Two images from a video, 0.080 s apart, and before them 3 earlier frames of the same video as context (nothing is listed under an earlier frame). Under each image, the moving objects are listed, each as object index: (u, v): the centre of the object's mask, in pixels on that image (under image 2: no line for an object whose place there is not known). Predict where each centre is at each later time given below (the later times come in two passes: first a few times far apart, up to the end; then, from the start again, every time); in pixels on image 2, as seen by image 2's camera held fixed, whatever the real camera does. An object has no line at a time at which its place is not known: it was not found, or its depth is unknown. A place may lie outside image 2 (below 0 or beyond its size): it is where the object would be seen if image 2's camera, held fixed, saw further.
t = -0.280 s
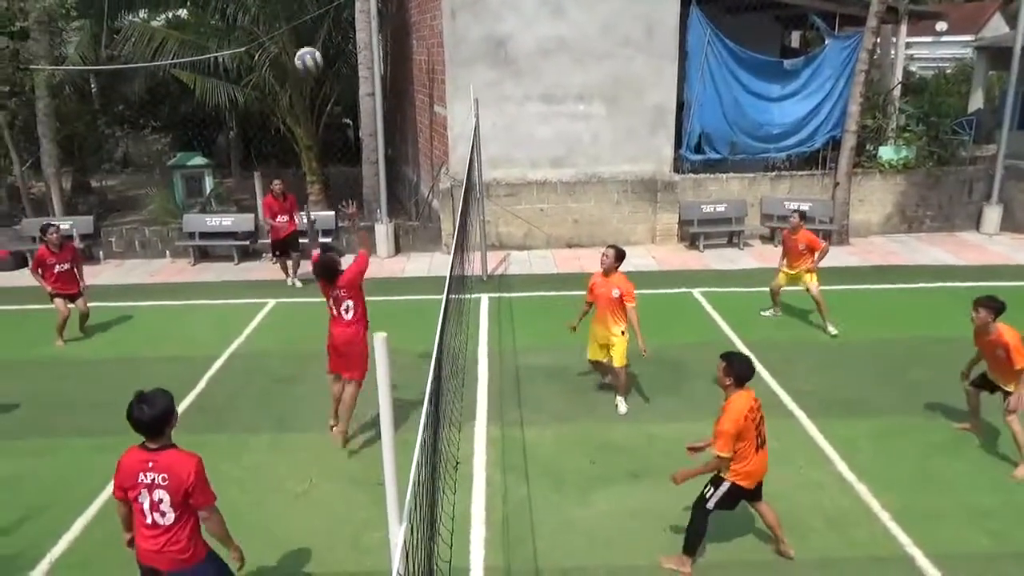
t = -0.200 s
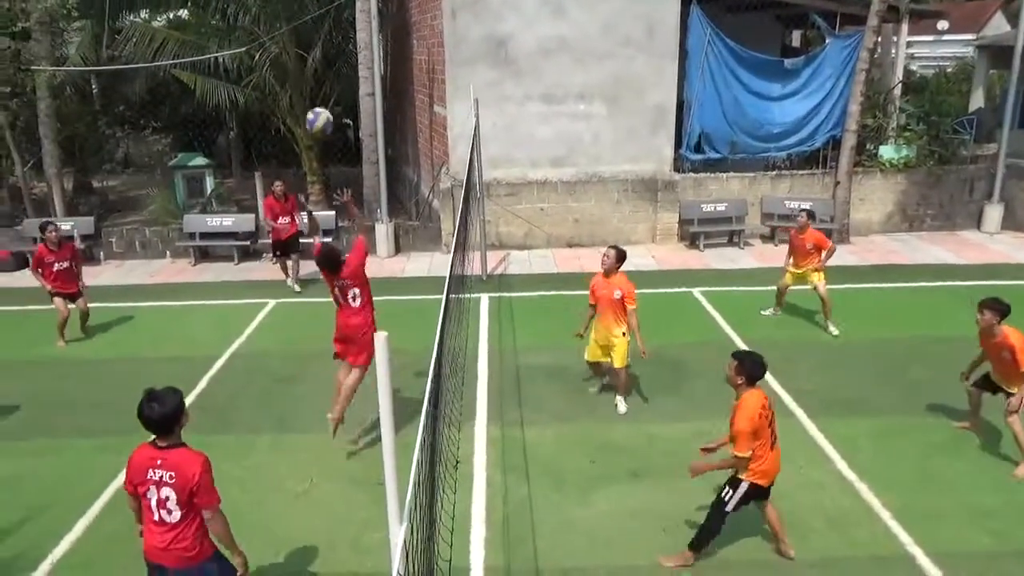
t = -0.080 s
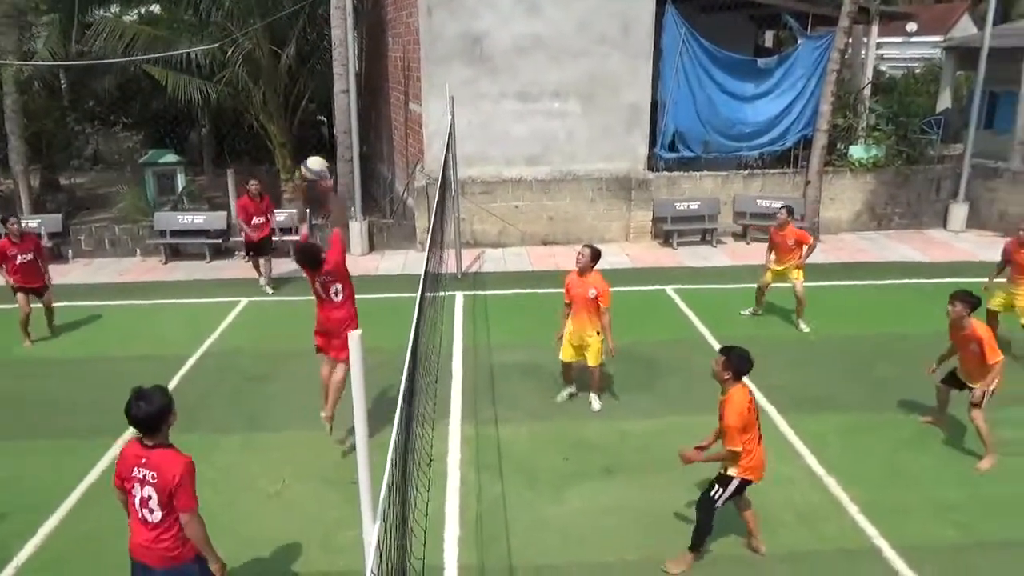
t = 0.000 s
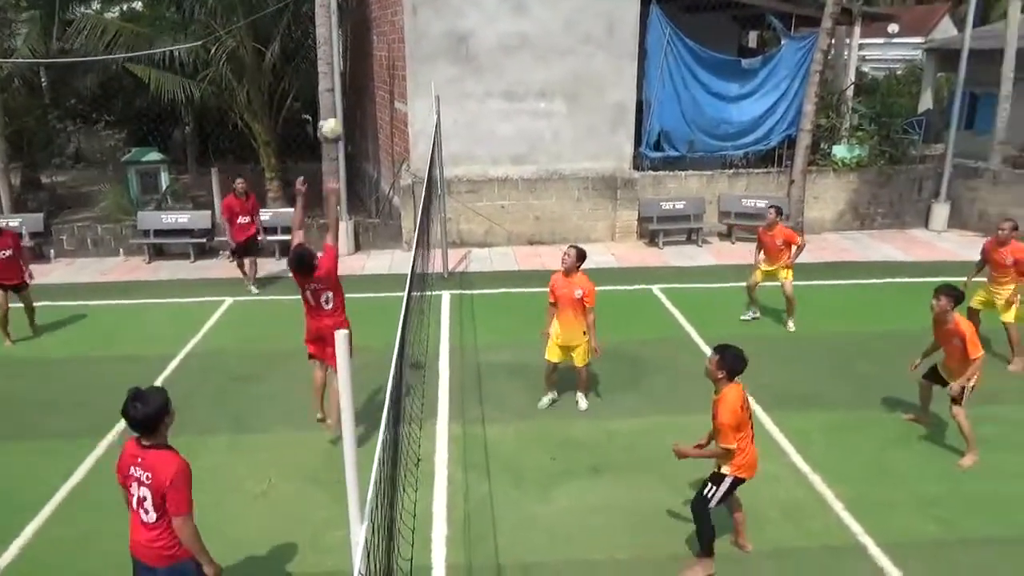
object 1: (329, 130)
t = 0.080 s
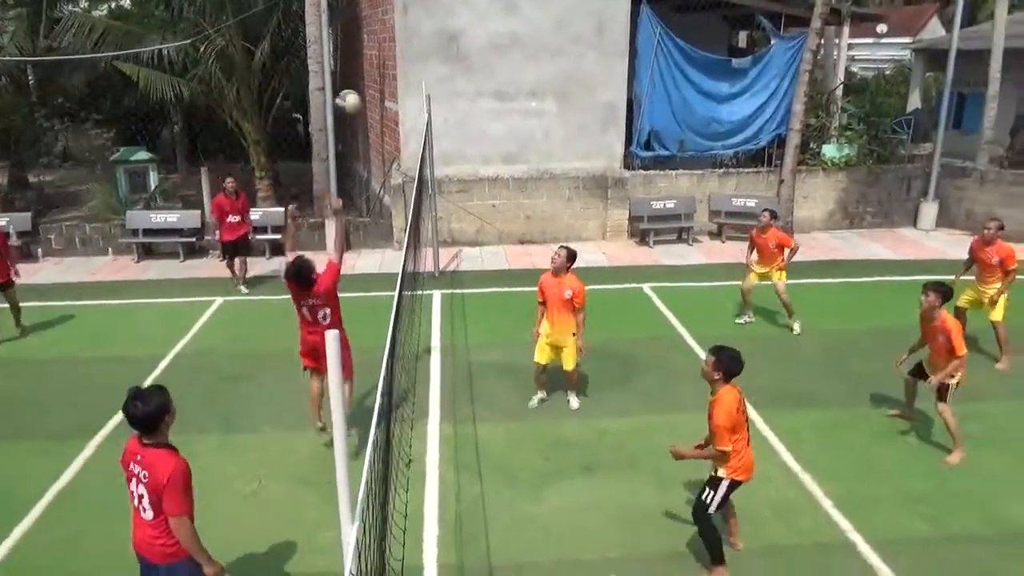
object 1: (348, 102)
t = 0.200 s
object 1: (388, 80)
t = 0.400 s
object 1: (444, 83)
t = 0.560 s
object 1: (481, 115)
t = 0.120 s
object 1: (362, 91)
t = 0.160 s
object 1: (375, 85)
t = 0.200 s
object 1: (388, 80)
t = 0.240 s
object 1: (400, 77)
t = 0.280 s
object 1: (412, 76)
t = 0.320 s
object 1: (423, 78)
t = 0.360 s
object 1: (433, 79)
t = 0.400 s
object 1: (444, 83)
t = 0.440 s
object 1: (454, 89)
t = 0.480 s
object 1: (463, 96)
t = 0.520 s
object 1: (472, 103)
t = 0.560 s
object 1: (481, 115)
